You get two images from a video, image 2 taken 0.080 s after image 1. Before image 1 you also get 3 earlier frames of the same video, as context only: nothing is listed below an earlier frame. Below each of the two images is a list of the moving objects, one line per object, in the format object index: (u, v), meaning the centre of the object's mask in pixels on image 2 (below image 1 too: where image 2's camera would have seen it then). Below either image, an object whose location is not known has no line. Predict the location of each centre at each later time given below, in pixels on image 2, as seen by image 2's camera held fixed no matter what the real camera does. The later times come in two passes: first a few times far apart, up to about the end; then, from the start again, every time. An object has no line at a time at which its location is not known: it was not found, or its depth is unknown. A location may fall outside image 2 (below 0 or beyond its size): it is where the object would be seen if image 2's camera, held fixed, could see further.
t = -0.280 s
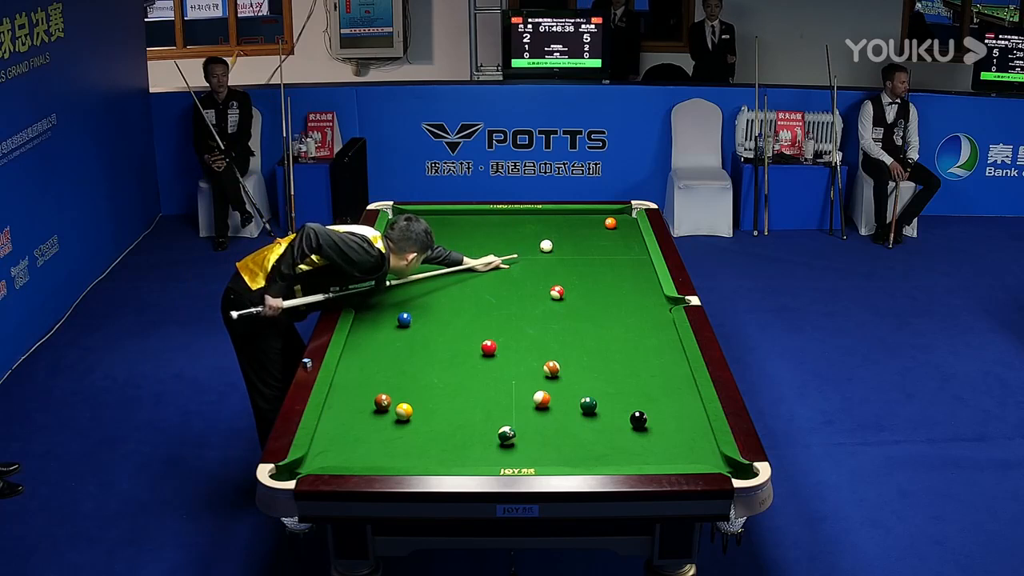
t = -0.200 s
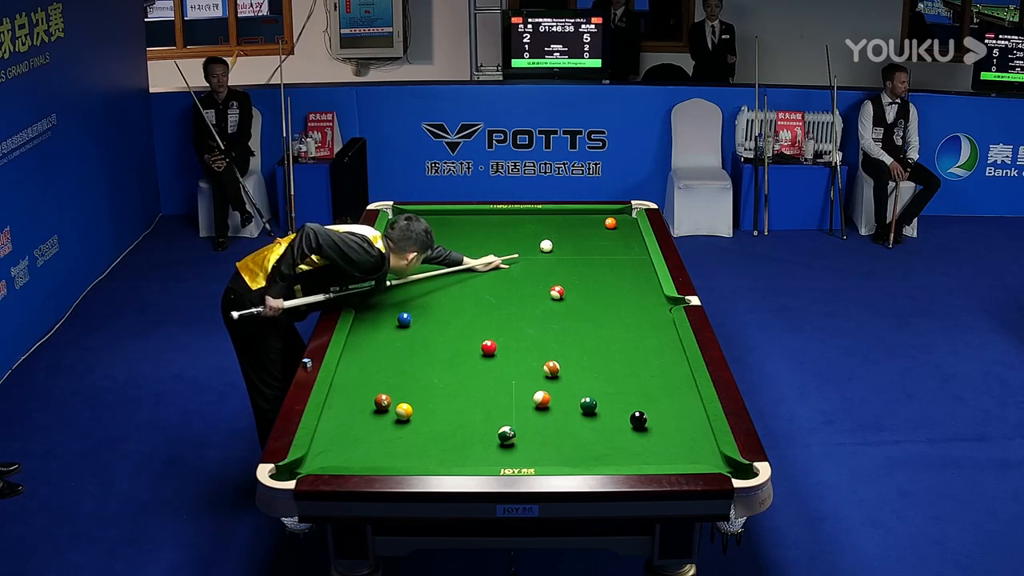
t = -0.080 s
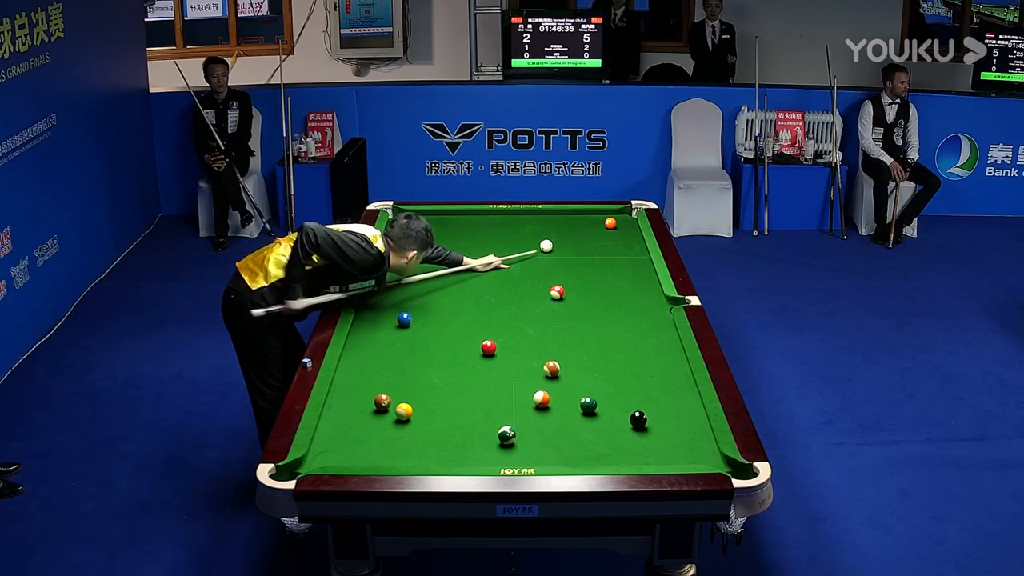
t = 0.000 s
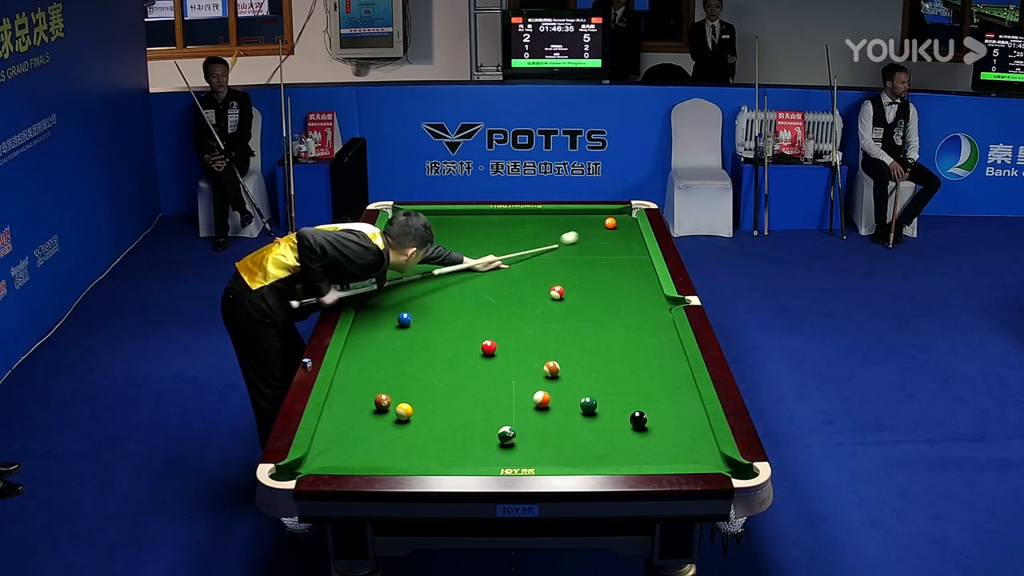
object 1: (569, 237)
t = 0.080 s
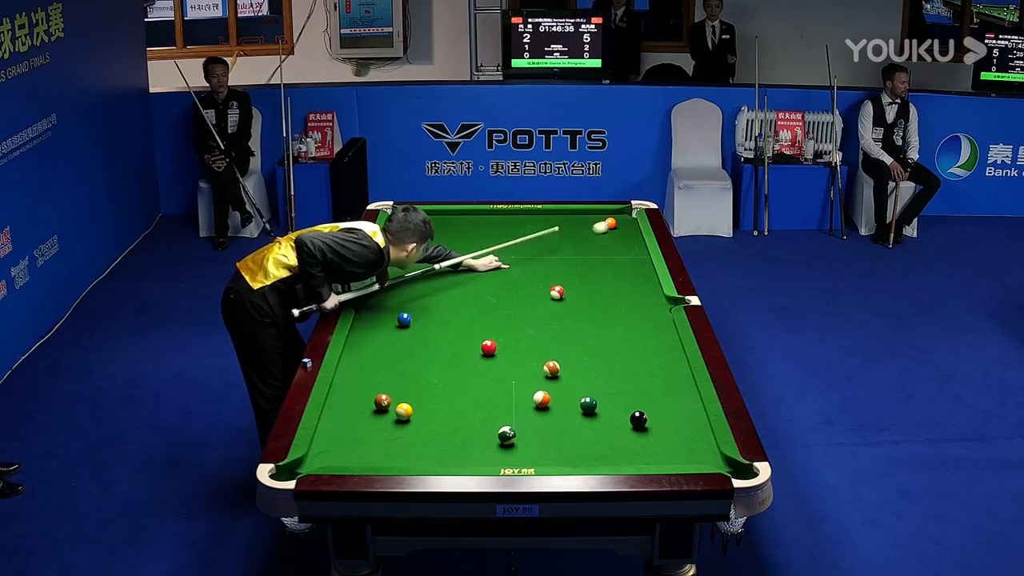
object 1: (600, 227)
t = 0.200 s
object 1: (617, 228)
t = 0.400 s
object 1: (628, 234)
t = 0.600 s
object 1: (636, 240)
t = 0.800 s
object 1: (639, 246)
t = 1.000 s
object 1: (639, 253)
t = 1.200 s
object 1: (639, 259)
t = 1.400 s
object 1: (639, 266)
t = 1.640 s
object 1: (639, 273)
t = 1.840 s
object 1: (639, 280)
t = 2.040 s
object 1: (638, 286)
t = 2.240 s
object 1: (638, 292)
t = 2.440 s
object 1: (638, 298)
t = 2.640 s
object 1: (638, 304)
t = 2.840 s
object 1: (637, 309)
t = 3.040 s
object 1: (636, 315)
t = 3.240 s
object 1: (635, 320)
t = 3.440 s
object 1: (635, 325)
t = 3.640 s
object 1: (634, 330)
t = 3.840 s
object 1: (633, 335)
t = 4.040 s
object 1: (632, 339)
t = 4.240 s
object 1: (632, 343)
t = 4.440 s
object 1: (631, 347)
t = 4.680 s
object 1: (630, 351)
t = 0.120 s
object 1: (608, 226)
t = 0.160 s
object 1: (613, 227)
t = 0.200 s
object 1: (617, 228)
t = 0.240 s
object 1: (620, 229)
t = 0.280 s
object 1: (623, 230)
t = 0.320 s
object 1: (625, 231)
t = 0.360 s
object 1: (627, 233)
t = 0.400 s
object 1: (628, 234)
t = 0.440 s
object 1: (630, 235)
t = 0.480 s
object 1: (631, 236)
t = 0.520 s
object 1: (633, 238)
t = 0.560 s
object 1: (634, 239)
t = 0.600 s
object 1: (636, 240)
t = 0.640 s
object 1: (637, 241)
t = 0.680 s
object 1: (639, 242)
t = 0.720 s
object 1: (639, 244)
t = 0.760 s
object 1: (639, 245)
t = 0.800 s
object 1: (639, 246)
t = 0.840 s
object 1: (639, 248)
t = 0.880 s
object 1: (639, 249)
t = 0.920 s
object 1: (639, 250)
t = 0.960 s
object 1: (639, 251)
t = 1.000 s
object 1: (639, 253)
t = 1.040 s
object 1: (639, 254)
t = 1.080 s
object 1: (639, 255)
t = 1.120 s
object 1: (639, 257)
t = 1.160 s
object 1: (639, 258)
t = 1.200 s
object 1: (639, 259)
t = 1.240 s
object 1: (639, 261)
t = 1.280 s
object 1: (639, 262)
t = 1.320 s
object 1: (639, 263)
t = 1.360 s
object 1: (639, 264)
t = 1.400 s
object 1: (639, 266)
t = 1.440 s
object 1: (639, 267)
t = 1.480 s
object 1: (639, 268)
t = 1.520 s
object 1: (639, 270)
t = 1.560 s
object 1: (639, 271)
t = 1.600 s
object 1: (639, 272)
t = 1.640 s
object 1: (639, 273)
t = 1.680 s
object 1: (639, 275)
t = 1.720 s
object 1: (639, 276)
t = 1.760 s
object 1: (639, 277)
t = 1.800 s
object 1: (639, 279)
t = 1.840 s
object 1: (639, 280)
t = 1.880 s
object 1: (638, 281)
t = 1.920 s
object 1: (638, 282)
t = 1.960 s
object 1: (638, 284)
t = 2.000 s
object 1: (638, 285)
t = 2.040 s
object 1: (638, 286)
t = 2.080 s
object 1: (638, 287)
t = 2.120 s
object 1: (638, 289)
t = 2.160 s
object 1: (638, 290)
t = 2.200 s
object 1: (638, 291)
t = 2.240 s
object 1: (638, 292)
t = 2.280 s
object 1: (638, 293)
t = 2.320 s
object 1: (638, 295)
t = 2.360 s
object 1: (638, 296)
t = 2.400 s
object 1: (638, 297)
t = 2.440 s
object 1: (638, 298)
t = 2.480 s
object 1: (638, 299)
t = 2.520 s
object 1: (638, 300)
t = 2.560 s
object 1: (638, 302)
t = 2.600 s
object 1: (638, 303)
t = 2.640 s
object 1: (638, 304)
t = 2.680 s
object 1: (637, 305)
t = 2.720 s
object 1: (637, 306)
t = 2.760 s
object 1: (637, 307)
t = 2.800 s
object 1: (637, 308)
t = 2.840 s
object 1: (637, 309)
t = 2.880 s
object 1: (637, 311)
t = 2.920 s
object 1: (636, 312)
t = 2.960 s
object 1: (636, 313)
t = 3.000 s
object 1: (636, 314)
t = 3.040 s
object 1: (636, 315)
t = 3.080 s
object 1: (636, 316)
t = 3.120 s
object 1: (636, 317)
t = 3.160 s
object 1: (636, 318)
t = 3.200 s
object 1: (635, 319)
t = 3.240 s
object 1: (635, 320)
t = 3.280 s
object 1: (635, 321)
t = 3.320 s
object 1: (635, 322)
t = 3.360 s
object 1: (635, 323)
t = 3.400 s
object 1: (635, 324)
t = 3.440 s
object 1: (635, 325)
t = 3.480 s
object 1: (635, 326)
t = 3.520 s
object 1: (634, 327)
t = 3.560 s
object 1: (634, 328)
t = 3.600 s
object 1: (634, 329)
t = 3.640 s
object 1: (634, 330)
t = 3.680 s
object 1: (634, 331)
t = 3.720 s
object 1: (634, 332)
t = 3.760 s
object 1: (633, 333)
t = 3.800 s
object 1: (633, 334)
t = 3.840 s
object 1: (633, 335)
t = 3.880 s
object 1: (633, 335)
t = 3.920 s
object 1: (633, 336)
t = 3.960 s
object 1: (633, 337)
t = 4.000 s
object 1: (632, 338)
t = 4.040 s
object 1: (632, 339)
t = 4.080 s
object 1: (632, 340)
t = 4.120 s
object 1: (632, 341)
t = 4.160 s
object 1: (632, 341)
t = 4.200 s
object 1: (632, 342)
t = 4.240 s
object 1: (632, 343)
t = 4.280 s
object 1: (632, 344)
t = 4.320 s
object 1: (631, 344)
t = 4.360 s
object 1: (631, 345)
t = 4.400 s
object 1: (631, 346)
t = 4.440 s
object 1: (631, 347)
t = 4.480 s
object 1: (631, 347)
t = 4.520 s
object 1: (631, 348)
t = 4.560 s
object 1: (631, 349)
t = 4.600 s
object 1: (630, 349)
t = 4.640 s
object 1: (630, 350)
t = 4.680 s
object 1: (630, 351)
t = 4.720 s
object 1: (630, 351)
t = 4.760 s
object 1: (630, 352)
